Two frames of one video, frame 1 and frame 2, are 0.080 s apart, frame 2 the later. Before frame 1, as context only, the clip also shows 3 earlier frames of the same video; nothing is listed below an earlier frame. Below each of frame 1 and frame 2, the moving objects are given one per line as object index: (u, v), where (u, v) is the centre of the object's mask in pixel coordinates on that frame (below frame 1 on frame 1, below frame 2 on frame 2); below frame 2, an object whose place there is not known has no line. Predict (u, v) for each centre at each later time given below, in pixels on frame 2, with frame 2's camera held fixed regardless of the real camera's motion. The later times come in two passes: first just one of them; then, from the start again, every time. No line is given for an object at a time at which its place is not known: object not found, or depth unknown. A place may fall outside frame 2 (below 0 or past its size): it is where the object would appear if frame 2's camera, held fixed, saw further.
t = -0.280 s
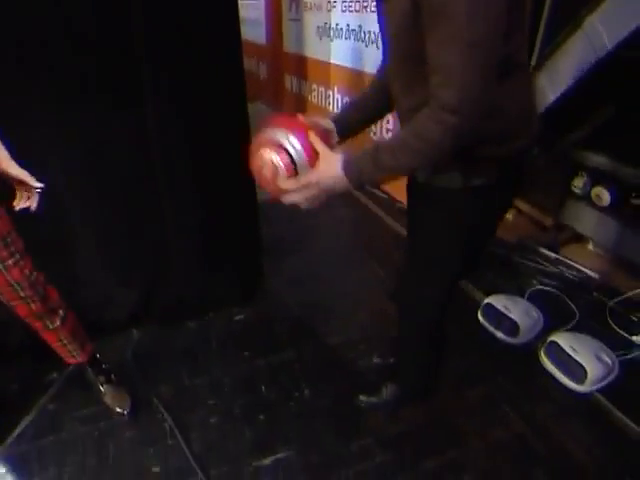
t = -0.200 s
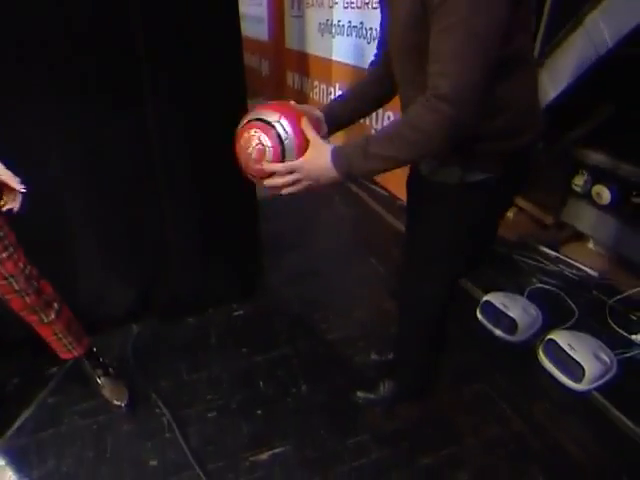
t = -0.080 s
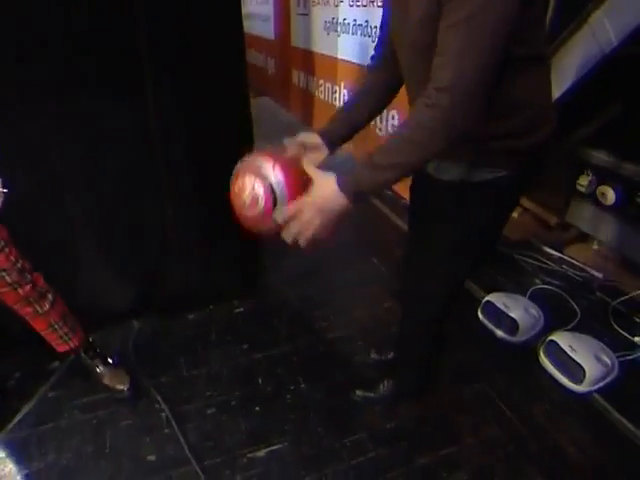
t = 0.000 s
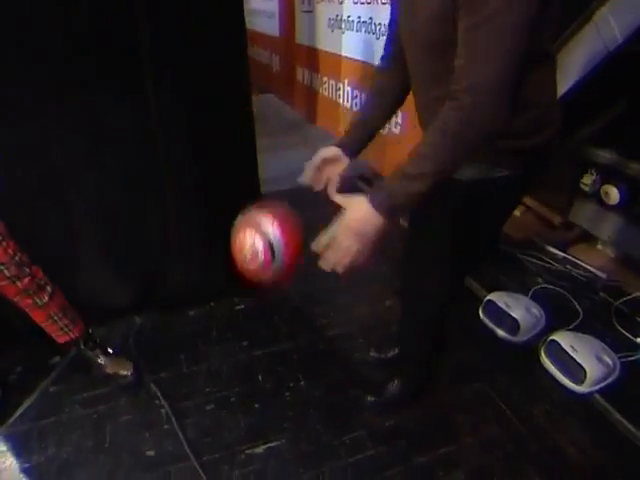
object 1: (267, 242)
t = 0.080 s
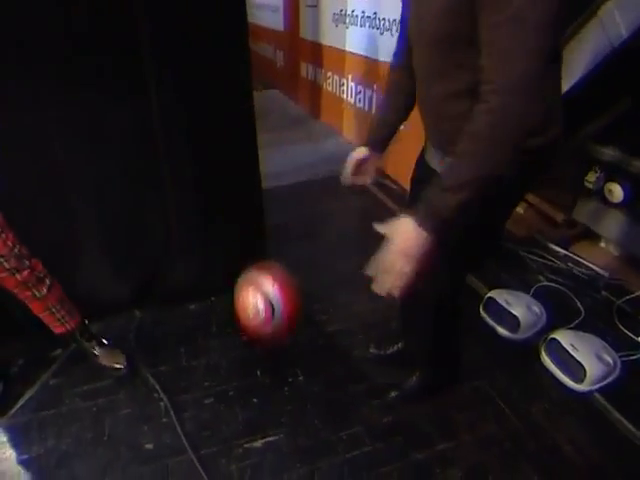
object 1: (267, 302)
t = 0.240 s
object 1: (259, 329)
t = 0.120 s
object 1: (267, 332)
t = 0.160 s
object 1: (268, 360)
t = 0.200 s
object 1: (264, 352)
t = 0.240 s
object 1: (259, 329)
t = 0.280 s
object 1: (253, 308)
